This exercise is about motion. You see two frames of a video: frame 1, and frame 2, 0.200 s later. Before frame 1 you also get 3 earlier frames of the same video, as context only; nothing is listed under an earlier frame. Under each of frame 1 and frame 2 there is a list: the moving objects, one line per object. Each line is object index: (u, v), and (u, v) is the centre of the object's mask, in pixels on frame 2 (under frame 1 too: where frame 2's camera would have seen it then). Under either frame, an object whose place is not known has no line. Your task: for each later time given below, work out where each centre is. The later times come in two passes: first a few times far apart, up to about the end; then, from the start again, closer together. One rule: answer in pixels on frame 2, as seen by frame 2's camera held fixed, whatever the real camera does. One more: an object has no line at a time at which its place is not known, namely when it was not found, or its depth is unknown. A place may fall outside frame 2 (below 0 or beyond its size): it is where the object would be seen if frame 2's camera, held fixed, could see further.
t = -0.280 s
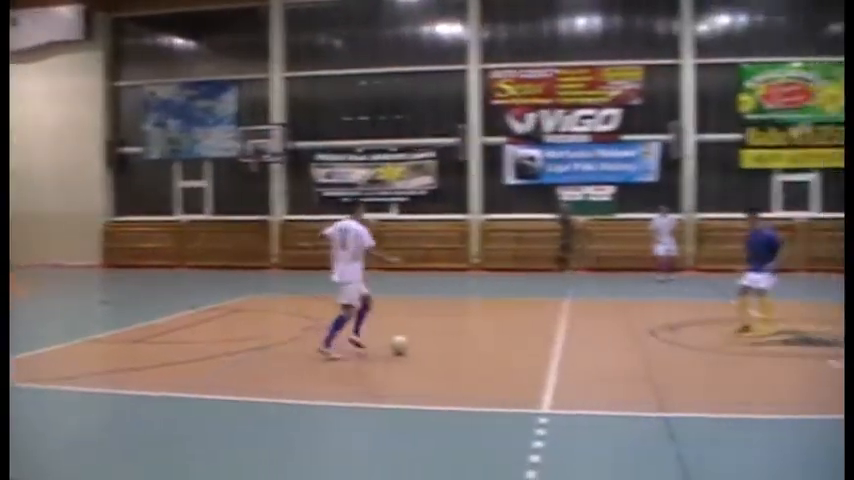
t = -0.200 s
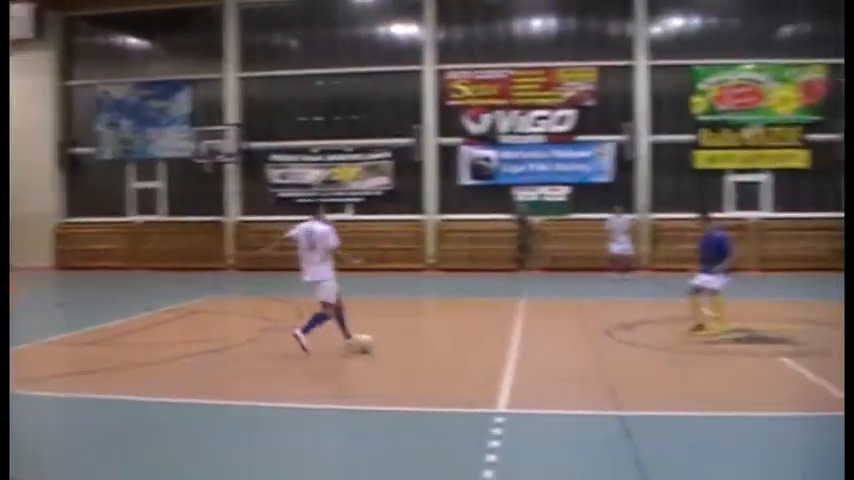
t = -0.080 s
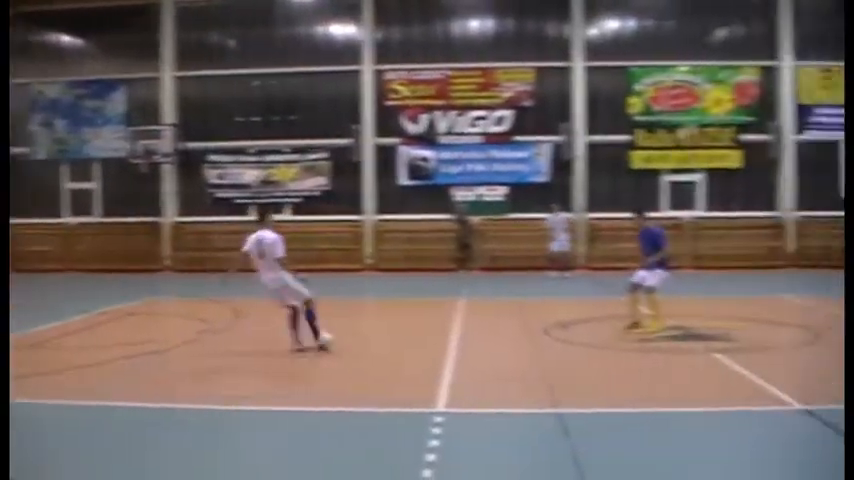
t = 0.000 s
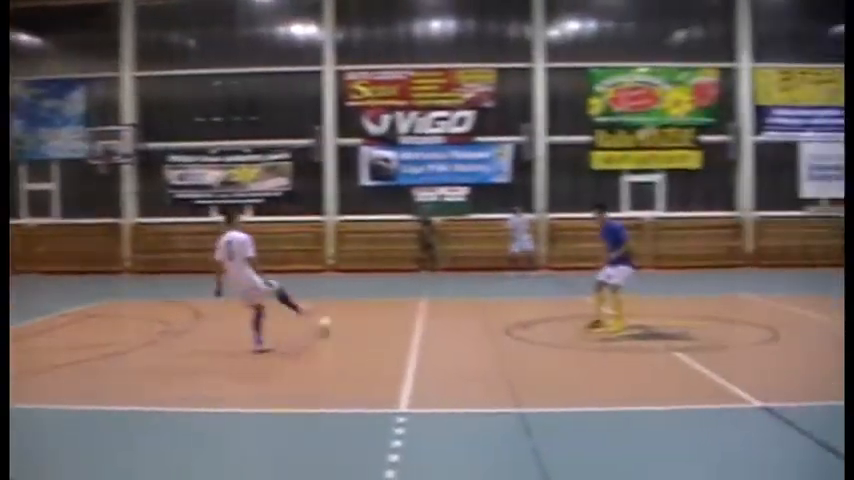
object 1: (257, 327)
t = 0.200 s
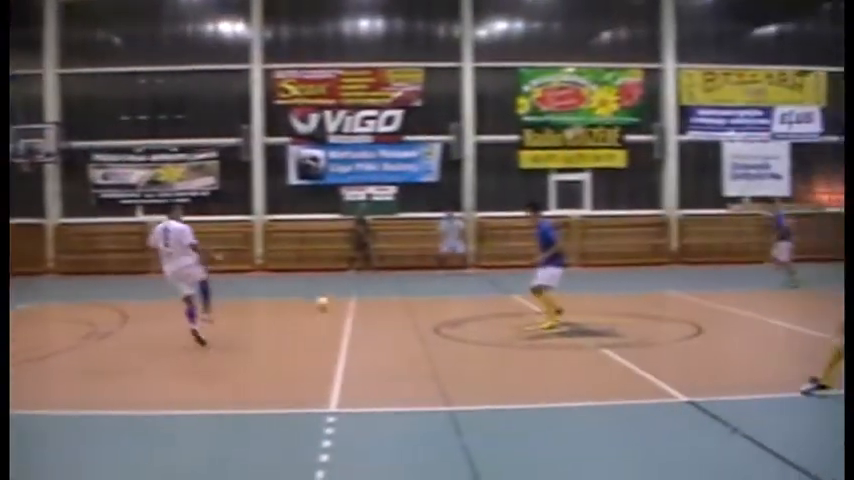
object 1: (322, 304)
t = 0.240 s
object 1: (331, 301)
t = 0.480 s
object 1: (372, 285)
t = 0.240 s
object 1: (331, 301)
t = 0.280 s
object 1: (339, 297)
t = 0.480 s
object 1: (372, 285)
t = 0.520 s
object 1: (377, 282)
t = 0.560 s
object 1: (383, 281)
